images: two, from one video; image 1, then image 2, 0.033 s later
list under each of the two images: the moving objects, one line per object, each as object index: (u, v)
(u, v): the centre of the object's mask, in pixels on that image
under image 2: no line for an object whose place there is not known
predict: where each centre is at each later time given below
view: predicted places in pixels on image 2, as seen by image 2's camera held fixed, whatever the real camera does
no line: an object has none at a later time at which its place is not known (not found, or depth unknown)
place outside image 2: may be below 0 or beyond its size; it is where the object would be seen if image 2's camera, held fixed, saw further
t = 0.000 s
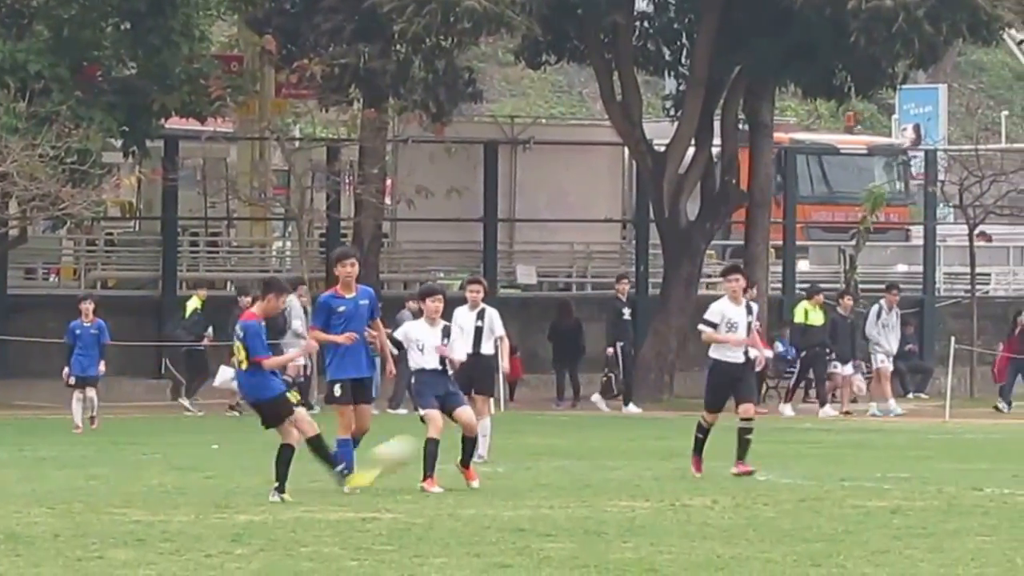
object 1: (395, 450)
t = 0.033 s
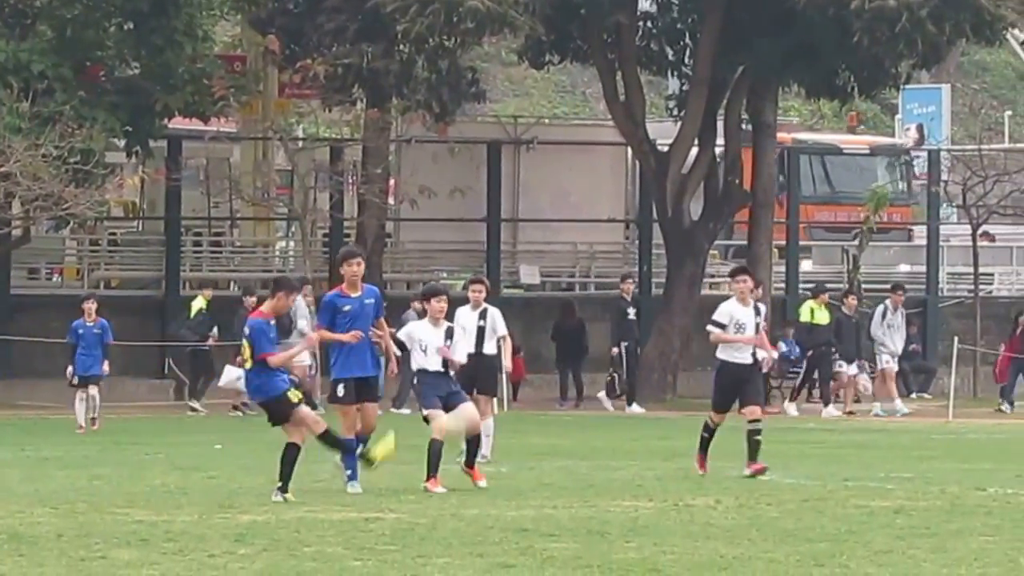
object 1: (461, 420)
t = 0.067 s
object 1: (515, 396)
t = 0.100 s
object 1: (566, 373)
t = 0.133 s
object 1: (620, 351)
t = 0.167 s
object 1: (672, 329)
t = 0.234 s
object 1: (768, 289)
